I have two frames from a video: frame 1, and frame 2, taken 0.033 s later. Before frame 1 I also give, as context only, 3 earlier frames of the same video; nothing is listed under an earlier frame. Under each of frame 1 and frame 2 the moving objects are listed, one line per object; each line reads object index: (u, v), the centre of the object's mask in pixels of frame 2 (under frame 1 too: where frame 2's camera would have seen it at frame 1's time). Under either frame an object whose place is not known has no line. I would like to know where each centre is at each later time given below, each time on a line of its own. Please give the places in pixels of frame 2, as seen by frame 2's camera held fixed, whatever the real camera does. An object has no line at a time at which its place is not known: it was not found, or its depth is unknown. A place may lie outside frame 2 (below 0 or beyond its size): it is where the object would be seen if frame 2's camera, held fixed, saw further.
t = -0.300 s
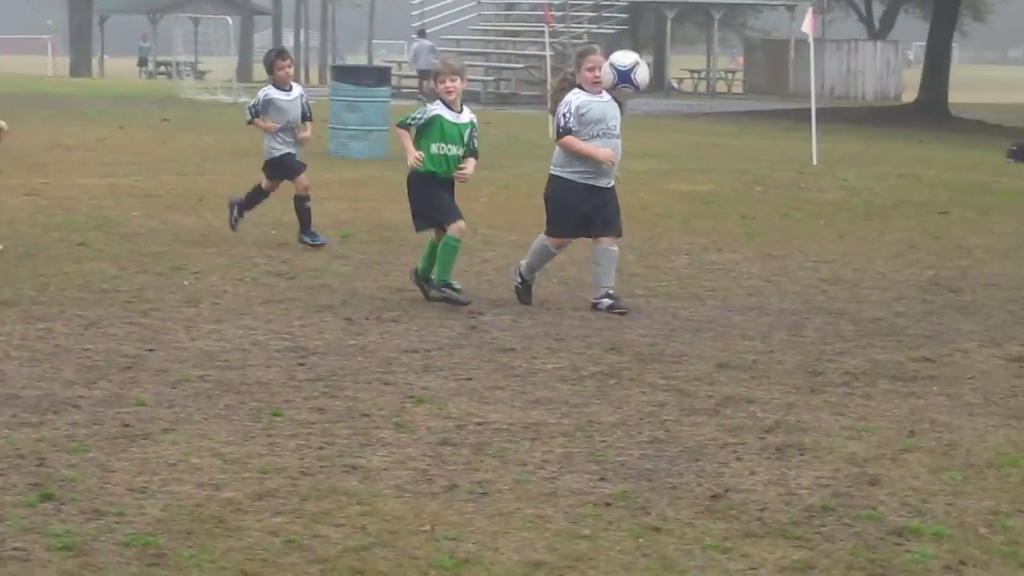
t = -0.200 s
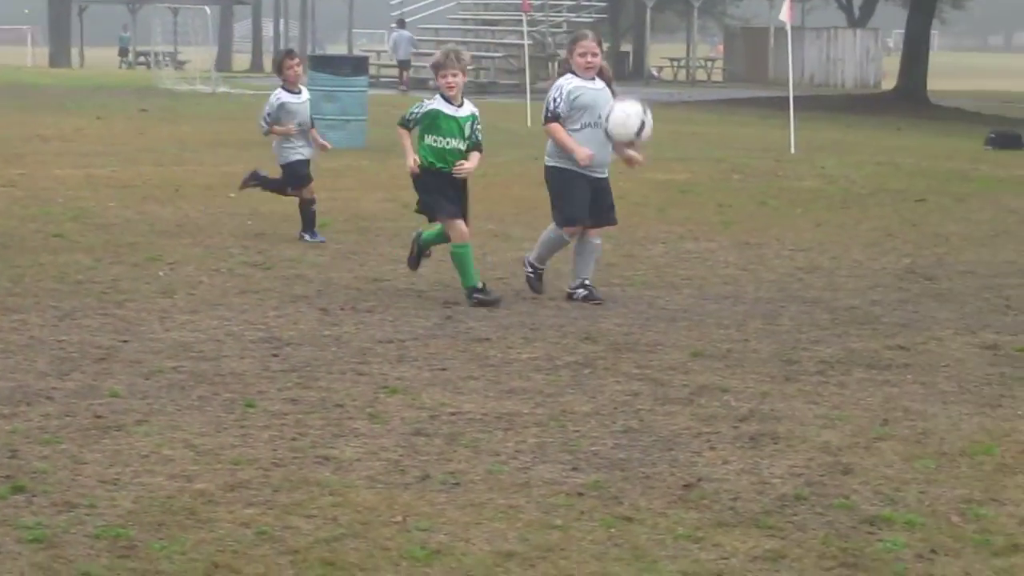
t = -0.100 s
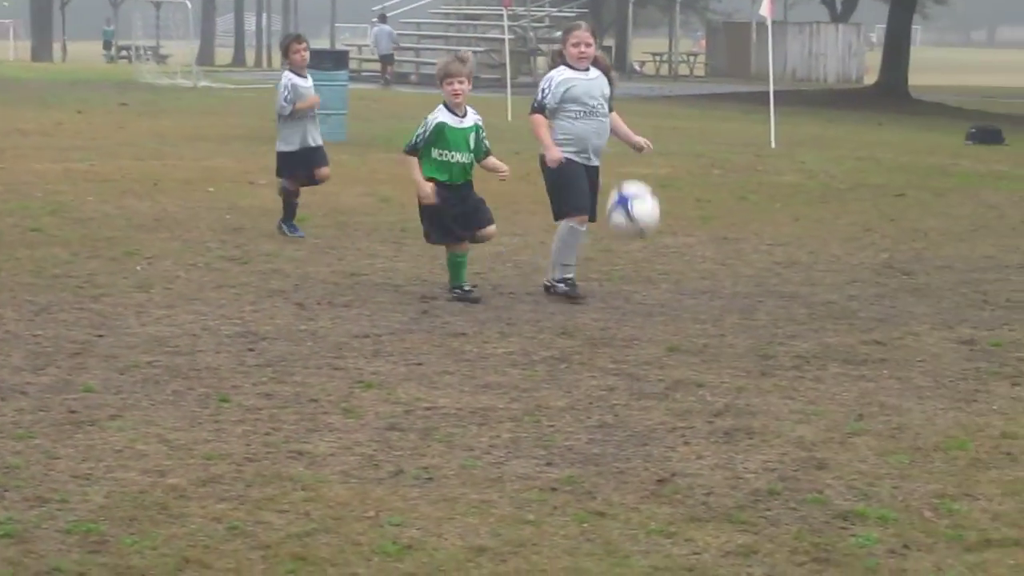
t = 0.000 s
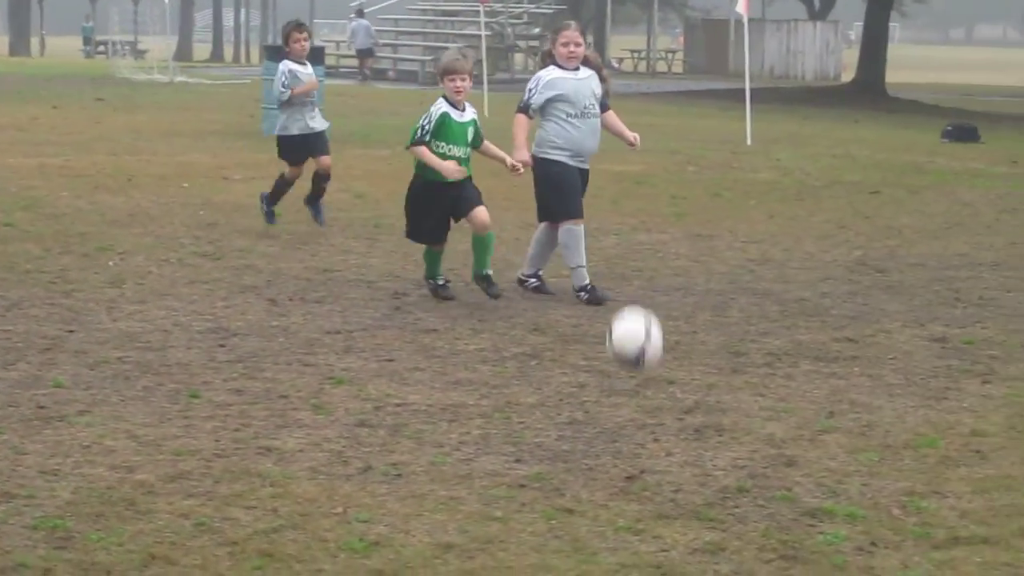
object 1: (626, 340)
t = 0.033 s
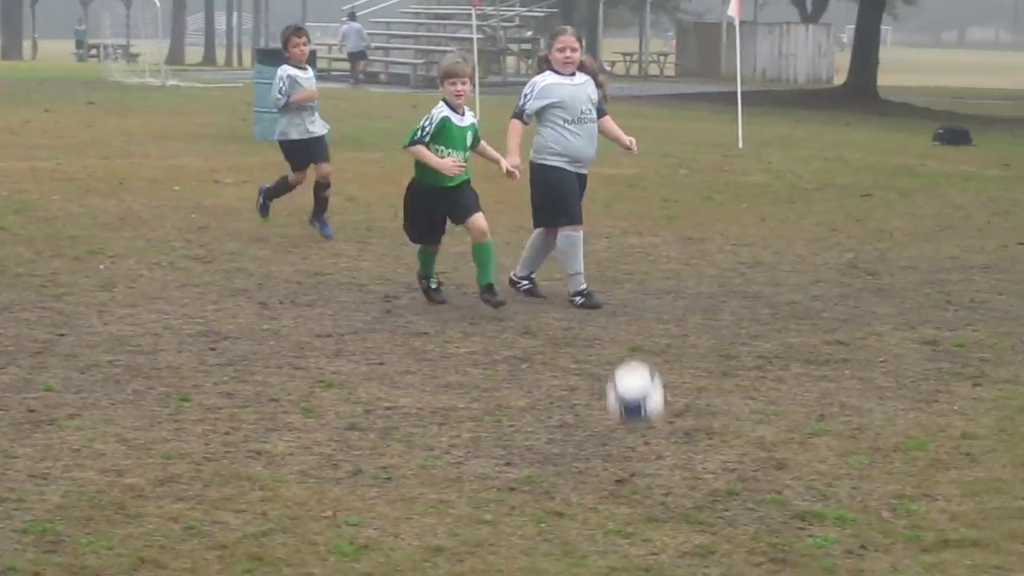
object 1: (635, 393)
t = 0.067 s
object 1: (646, 441)
